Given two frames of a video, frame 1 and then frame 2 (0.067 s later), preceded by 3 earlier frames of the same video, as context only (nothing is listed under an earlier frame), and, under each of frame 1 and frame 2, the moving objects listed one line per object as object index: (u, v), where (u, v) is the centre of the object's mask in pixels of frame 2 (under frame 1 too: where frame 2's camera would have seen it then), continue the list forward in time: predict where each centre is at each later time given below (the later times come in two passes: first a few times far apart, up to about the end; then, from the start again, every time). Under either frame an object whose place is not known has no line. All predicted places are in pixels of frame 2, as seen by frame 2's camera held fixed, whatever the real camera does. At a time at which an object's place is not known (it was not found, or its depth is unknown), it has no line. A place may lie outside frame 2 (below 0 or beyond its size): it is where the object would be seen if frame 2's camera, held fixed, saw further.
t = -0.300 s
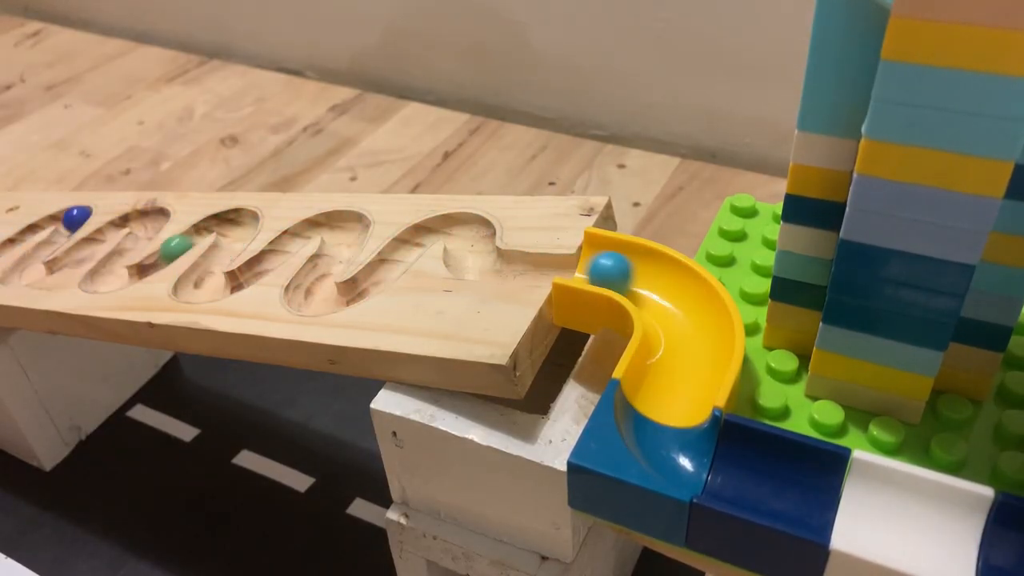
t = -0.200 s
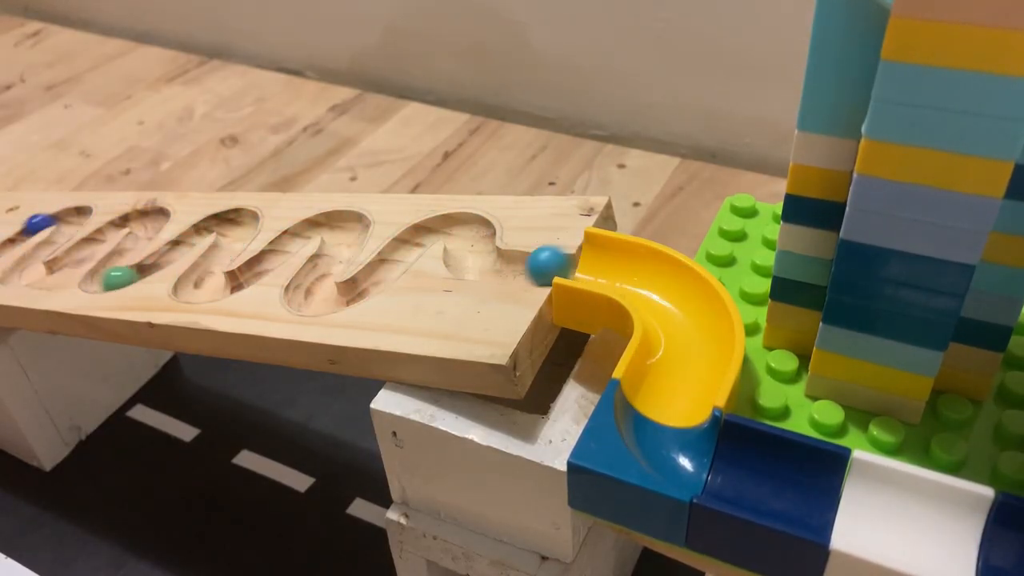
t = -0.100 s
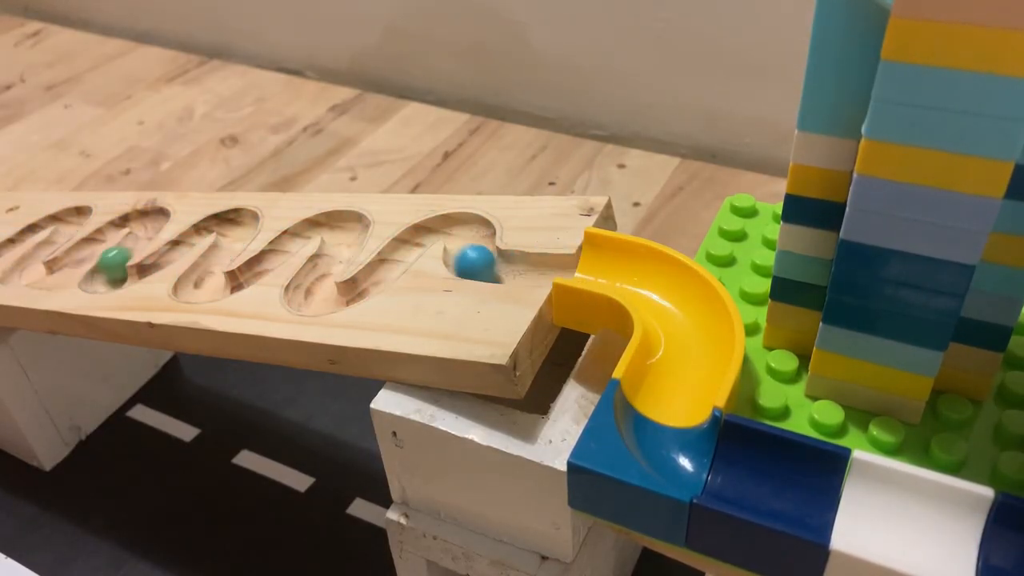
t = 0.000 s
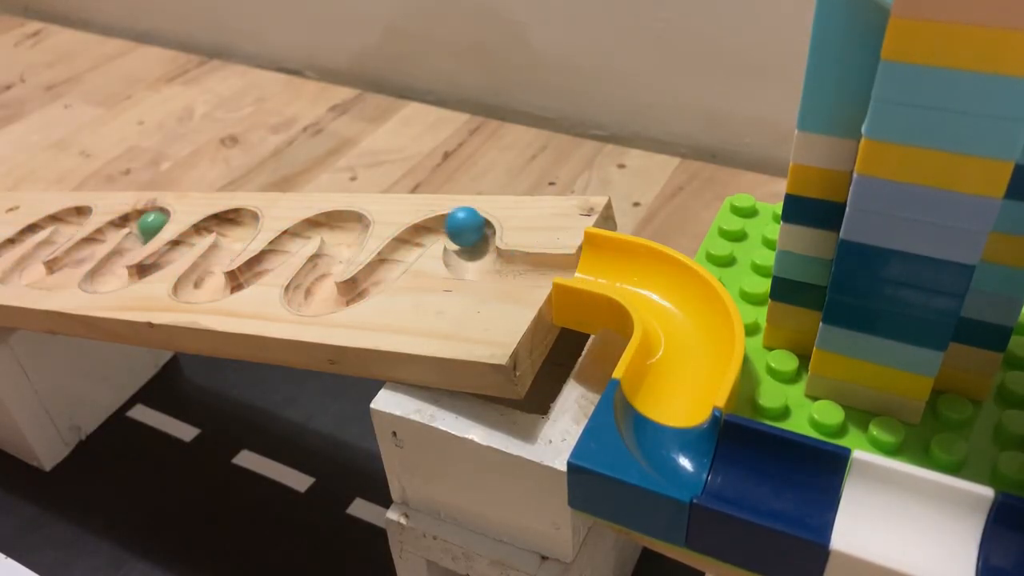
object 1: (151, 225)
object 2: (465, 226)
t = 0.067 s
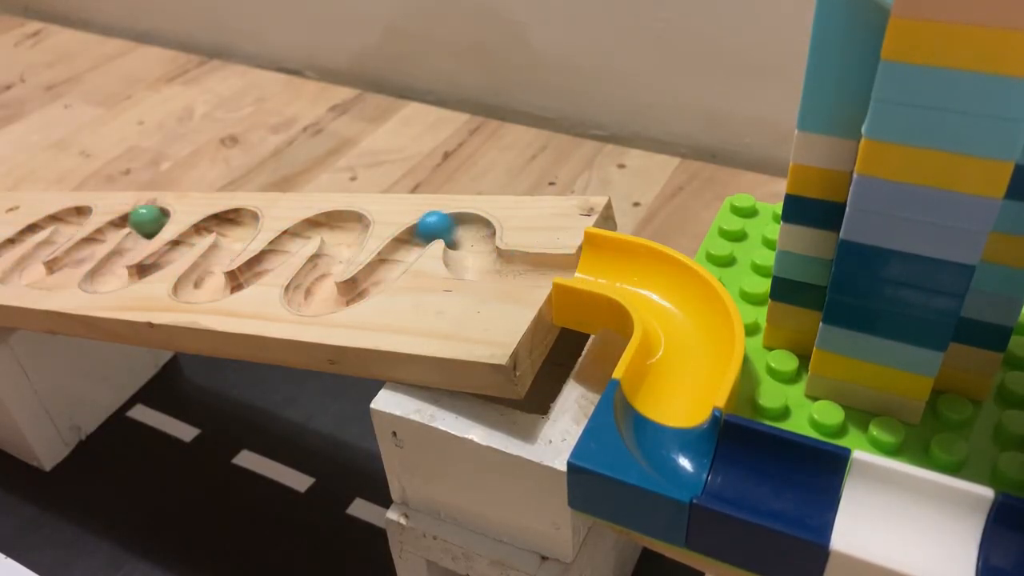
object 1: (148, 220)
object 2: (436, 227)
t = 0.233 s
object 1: (60, 260)
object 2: (360, 286)
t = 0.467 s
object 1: (57, 235)
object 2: (337, 249)
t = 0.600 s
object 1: (62, 219)
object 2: (313, 225)
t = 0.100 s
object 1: (132, 219)
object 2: (415, 237)
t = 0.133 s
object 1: (112, 225)
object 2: (402, 250)
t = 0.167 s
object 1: (94, 237)
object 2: (389, 262)
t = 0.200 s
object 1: (77, 248)
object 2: (375, 275)
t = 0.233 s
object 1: (60, 260)
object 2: (360, 286)
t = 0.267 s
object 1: (44, 268)
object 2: (340, 295)
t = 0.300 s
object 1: (29, 273)
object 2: (318, 299)
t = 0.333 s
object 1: (18, 274)
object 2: (308, 295)
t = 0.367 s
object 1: (20, 270)
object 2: (310, 284)
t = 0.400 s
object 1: (34, 260)
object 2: (323, 272)
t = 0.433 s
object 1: (46, 245)
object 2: (331, 259)
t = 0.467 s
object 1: (57, 235)
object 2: (337, 249)
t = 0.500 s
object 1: (69, 224)
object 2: (346, 237)
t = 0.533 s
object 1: (74, 219)
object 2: (347, 228)
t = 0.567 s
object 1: (73, 216)
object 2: (334, 224)
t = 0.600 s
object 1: (62, 219)
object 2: (313, 225)
